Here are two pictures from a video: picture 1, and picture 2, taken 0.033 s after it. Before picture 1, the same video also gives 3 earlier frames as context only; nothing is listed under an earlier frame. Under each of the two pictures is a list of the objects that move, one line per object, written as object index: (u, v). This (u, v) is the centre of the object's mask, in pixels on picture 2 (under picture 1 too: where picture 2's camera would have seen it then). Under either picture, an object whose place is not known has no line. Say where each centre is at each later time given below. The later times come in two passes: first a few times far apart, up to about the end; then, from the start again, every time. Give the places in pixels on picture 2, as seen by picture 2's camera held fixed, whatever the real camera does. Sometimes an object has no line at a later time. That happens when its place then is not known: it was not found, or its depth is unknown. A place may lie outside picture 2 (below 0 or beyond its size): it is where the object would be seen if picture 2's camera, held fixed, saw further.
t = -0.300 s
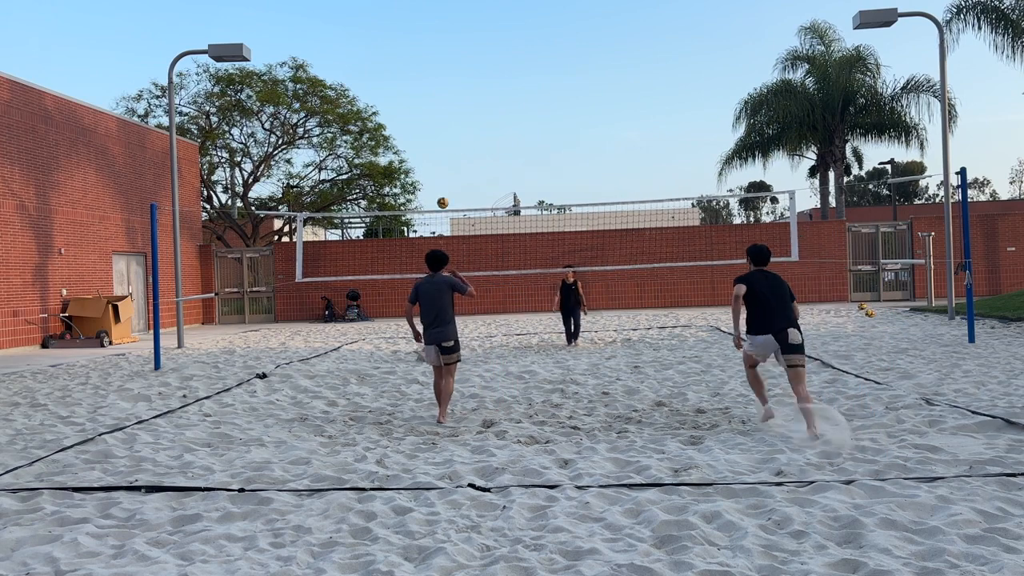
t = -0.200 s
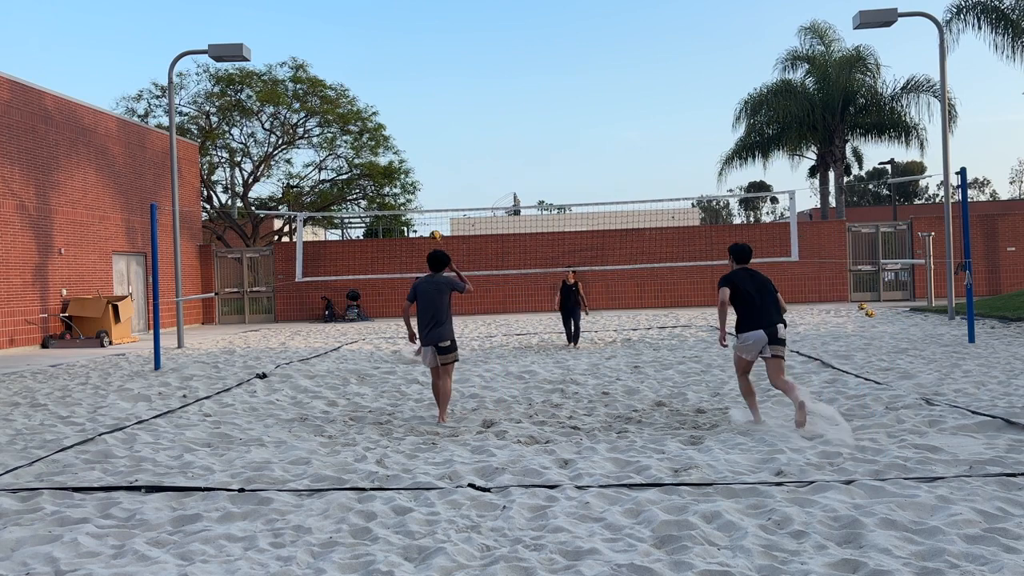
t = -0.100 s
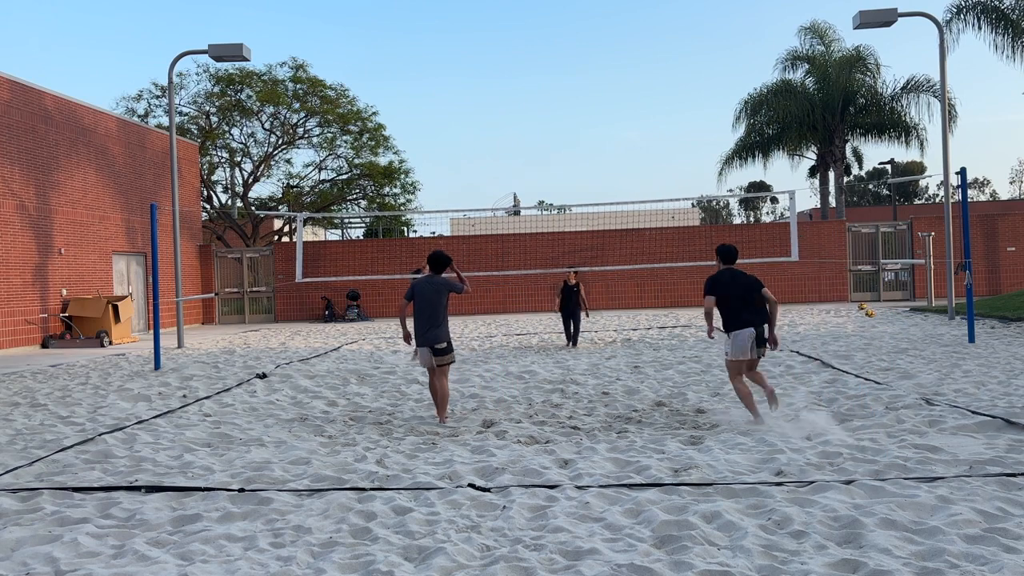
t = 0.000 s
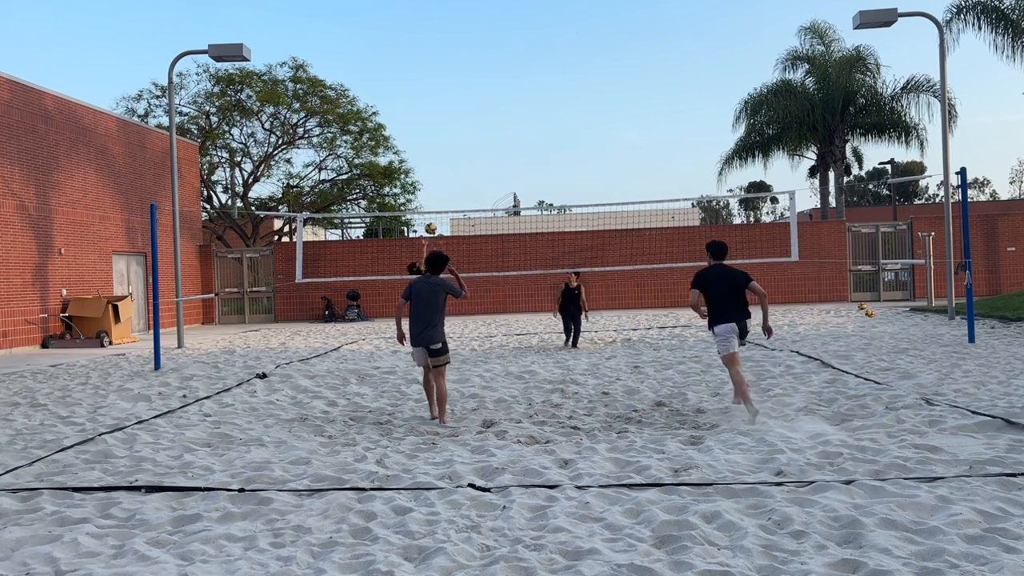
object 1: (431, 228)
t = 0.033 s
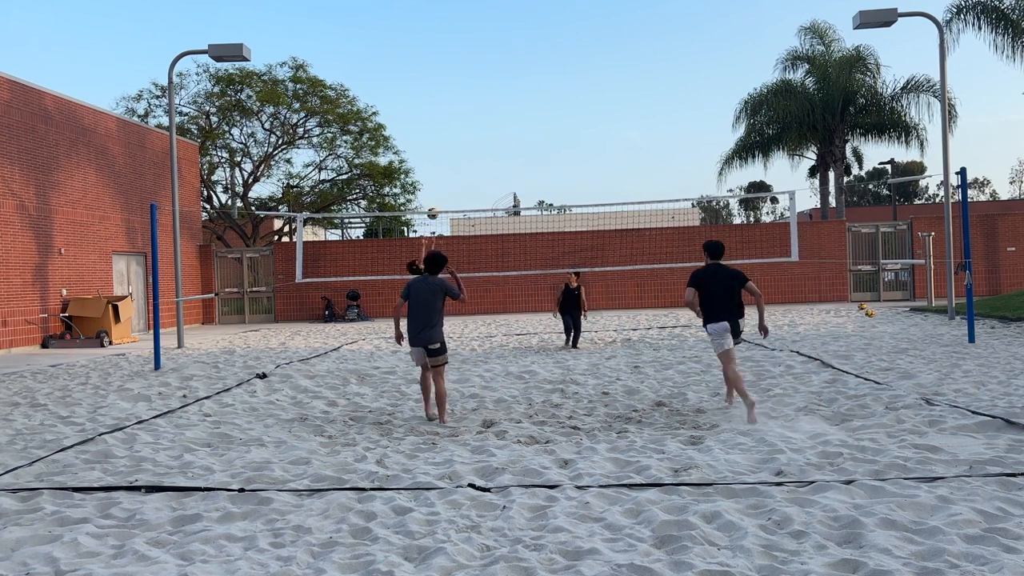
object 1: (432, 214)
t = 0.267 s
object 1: (447, 127)
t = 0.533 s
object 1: (463, 69)
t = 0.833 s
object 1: (485, 53)
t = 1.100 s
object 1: (505, 82)
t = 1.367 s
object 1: (525, 151)
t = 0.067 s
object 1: (434, 199)
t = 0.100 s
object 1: (436, 185)
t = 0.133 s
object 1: (438, 172)
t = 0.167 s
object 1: (440, 160)
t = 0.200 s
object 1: (442, 149)
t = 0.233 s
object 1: (444, 137)
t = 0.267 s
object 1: (447, 127)
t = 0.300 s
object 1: (448, 118)
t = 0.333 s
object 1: (450, 109)
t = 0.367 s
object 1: (452, 100)
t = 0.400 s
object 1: (454, 93)
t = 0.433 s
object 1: (457, 86)
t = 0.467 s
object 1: (459, 80)
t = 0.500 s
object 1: (461, 74)
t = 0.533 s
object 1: (463, 69)
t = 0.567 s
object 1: (466, 64)
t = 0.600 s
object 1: (468, 61)
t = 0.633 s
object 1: (470, 58)
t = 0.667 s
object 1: (472, 55)
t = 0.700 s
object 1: (475, 53)
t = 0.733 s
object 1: (477, 52)
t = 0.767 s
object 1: (480, 52)
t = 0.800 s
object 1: (482, 52)
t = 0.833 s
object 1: (485, 53)
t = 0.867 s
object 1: (487, 54)
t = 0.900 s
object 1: (490, 56)
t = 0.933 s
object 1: (492, 59)
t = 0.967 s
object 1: (495, 62)
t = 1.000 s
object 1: (497, 66)
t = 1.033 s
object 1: (500, 71)
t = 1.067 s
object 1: (502, 76)
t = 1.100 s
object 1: (505, 82)
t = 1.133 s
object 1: (507, 89)
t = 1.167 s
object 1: (510, 96)
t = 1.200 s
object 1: (512, 104)
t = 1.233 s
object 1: (515, 112)
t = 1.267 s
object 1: (518, 121)
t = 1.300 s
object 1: (520, 130)
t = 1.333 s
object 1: (523, 140)
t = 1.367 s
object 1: (525, 151)
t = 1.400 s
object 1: (528, 162)
